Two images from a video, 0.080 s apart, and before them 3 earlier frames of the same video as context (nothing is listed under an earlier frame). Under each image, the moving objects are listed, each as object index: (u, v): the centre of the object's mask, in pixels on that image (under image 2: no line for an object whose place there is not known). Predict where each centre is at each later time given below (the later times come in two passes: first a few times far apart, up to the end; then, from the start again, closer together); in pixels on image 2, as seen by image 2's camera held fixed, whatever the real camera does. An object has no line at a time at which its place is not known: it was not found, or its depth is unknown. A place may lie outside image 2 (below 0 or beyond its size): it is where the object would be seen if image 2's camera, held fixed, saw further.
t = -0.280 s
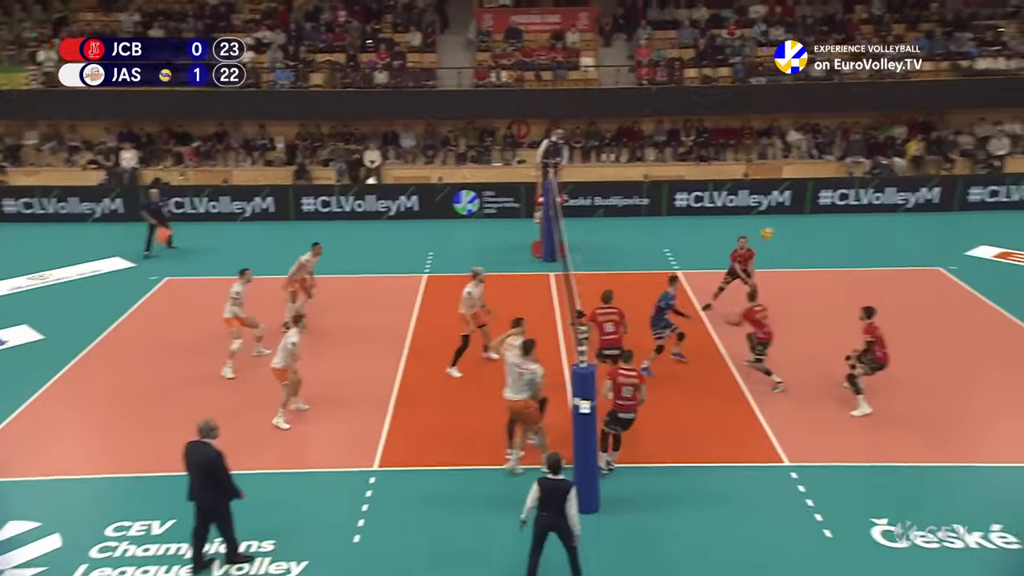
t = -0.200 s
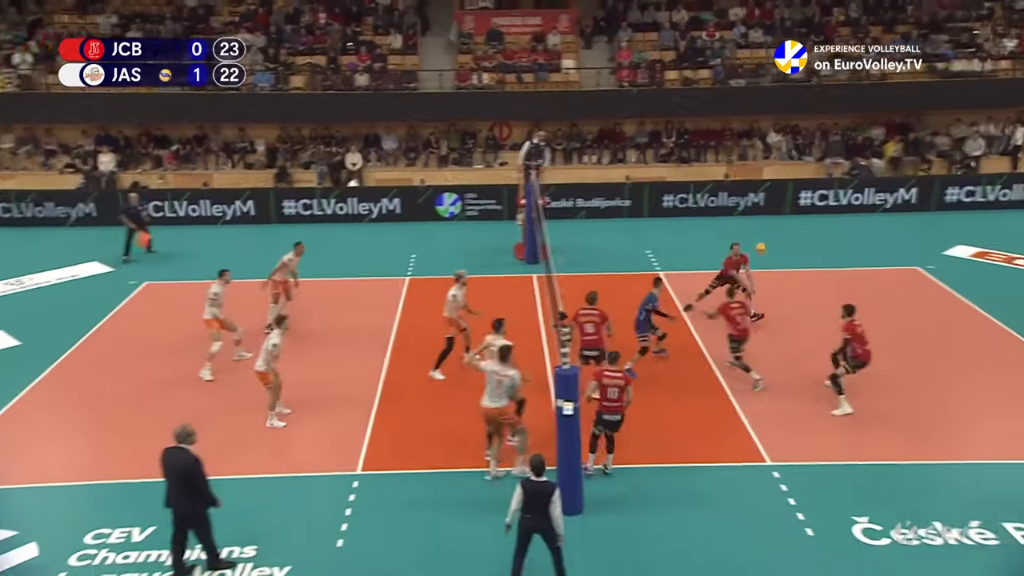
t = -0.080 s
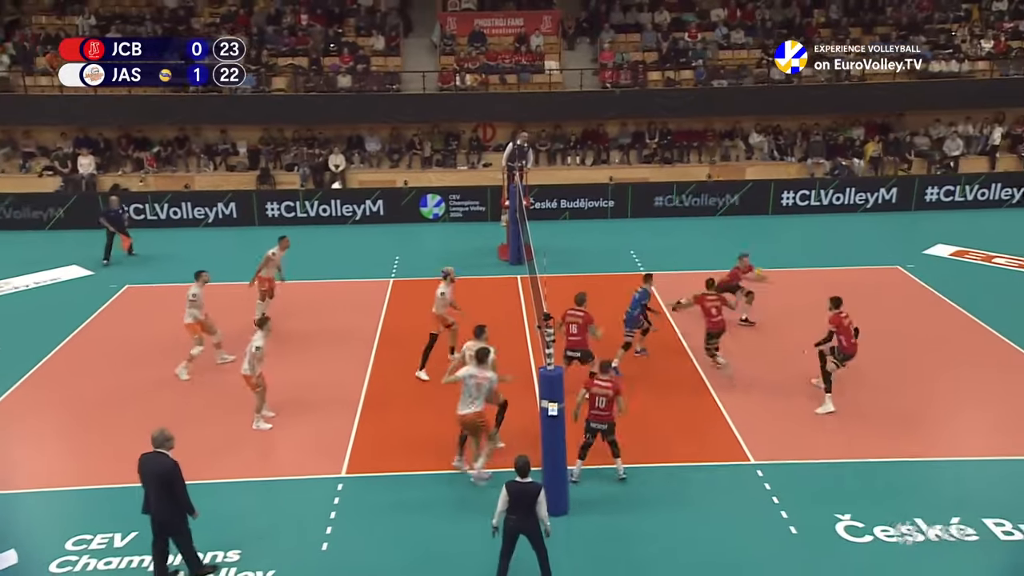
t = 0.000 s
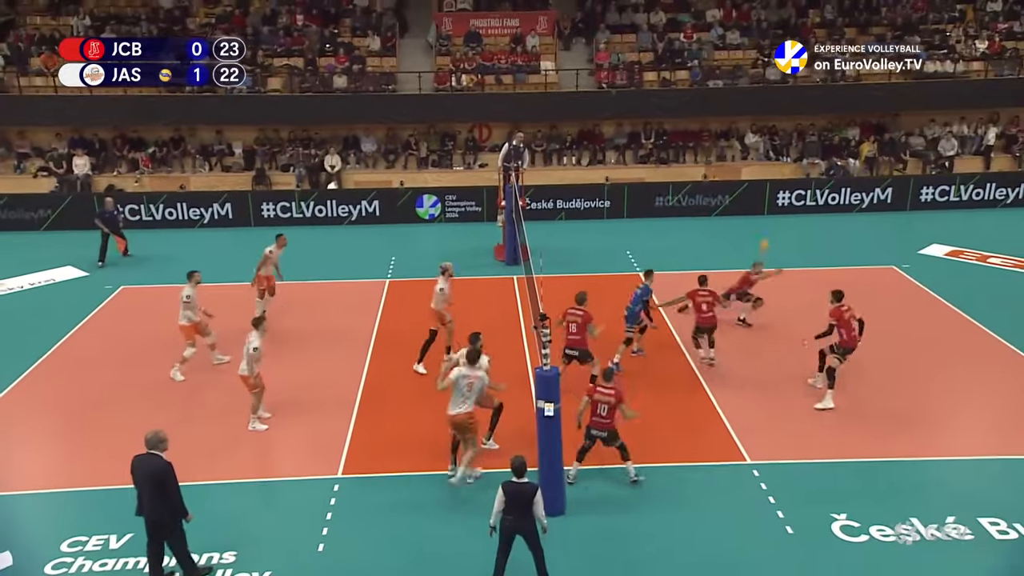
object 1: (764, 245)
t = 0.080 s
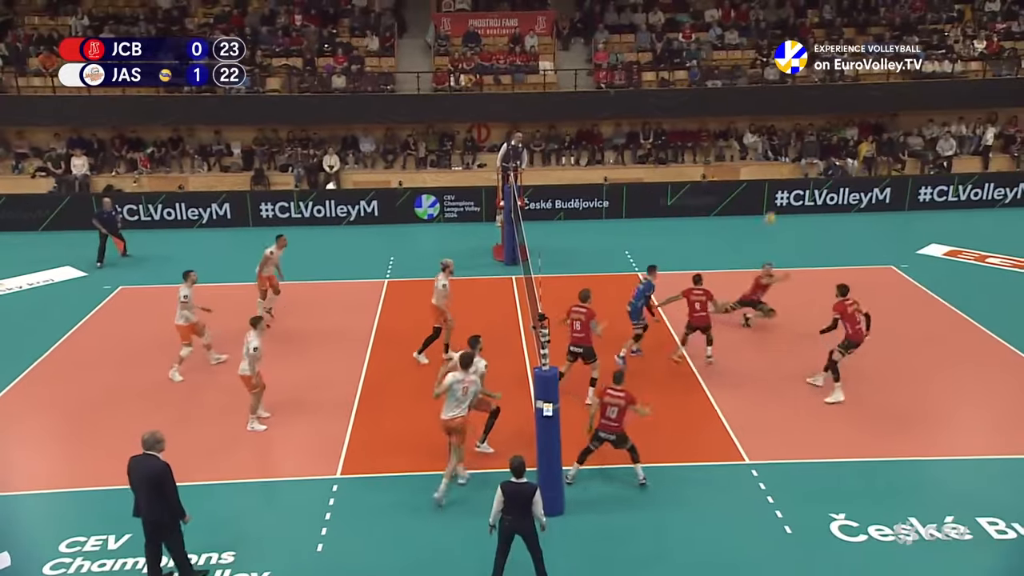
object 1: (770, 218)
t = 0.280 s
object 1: (788, 160)
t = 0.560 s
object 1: (808, 118)
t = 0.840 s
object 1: (824, 115)
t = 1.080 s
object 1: (833, 144)
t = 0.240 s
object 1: (785, 170)
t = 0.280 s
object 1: (788, 160)
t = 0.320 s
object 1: (791, 153)
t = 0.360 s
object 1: (794, 146)
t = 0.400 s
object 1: (796, 139)
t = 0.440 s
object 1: (800, 132)
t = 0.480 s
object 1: (802, 127)
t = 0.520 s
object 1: (805, 122)
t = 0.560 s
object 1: (808, 118)
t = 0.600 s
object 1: (810, 115)
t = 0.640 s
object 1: (813, 113)
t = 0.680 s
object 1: (815, 111)
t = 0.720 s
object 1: (817, 111)
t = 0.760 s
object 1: (820, 112)
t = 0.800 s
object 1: (822, 113)
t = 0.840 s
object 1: (824, 115)
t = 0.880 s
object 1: (825, 118)
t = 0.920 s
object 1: (827, 121)
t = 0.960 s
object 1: (829, 126)
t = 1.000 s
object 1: (830, 131)
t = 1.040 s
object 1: (832, 137)
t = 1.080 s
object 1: (833, 144)
